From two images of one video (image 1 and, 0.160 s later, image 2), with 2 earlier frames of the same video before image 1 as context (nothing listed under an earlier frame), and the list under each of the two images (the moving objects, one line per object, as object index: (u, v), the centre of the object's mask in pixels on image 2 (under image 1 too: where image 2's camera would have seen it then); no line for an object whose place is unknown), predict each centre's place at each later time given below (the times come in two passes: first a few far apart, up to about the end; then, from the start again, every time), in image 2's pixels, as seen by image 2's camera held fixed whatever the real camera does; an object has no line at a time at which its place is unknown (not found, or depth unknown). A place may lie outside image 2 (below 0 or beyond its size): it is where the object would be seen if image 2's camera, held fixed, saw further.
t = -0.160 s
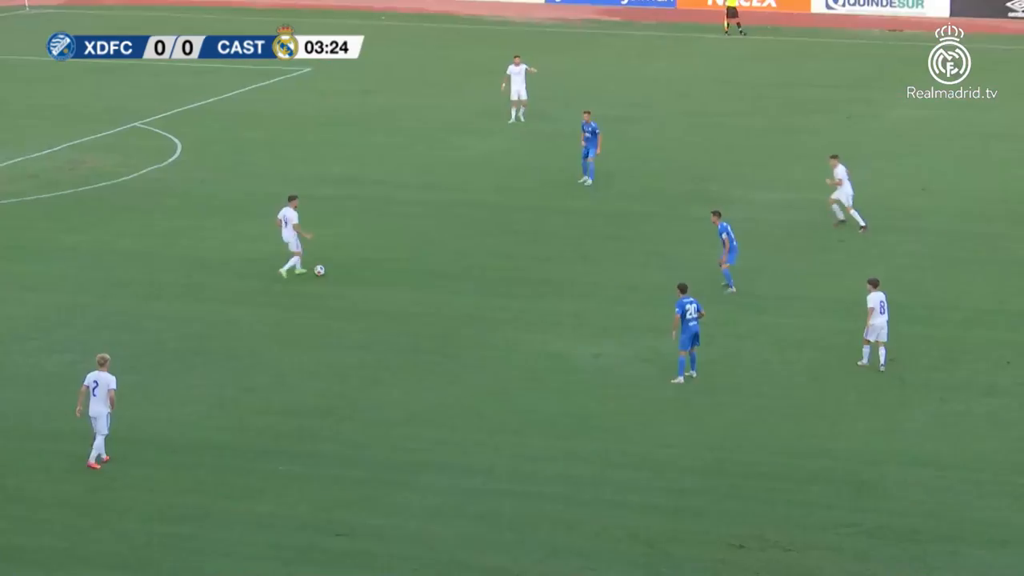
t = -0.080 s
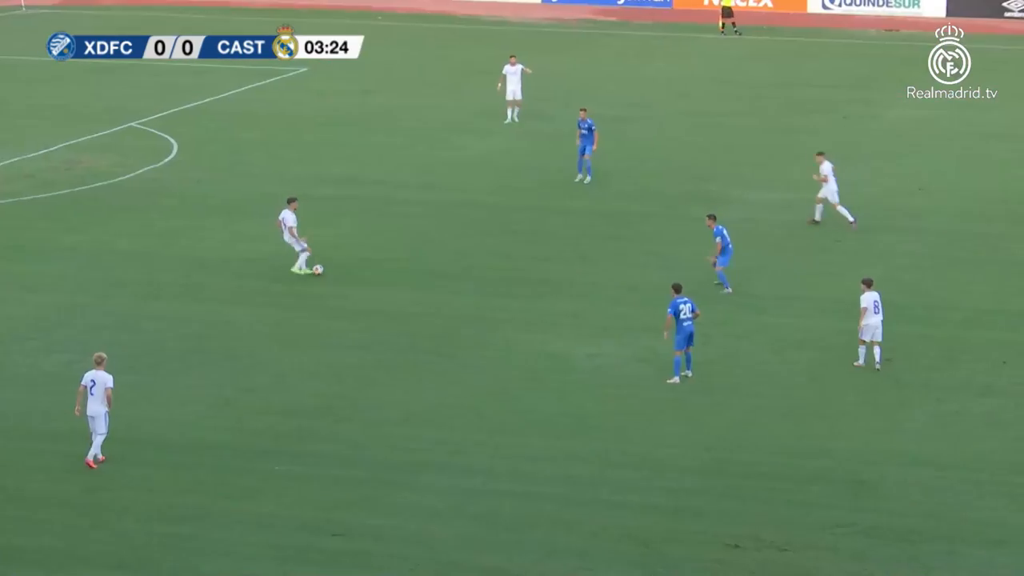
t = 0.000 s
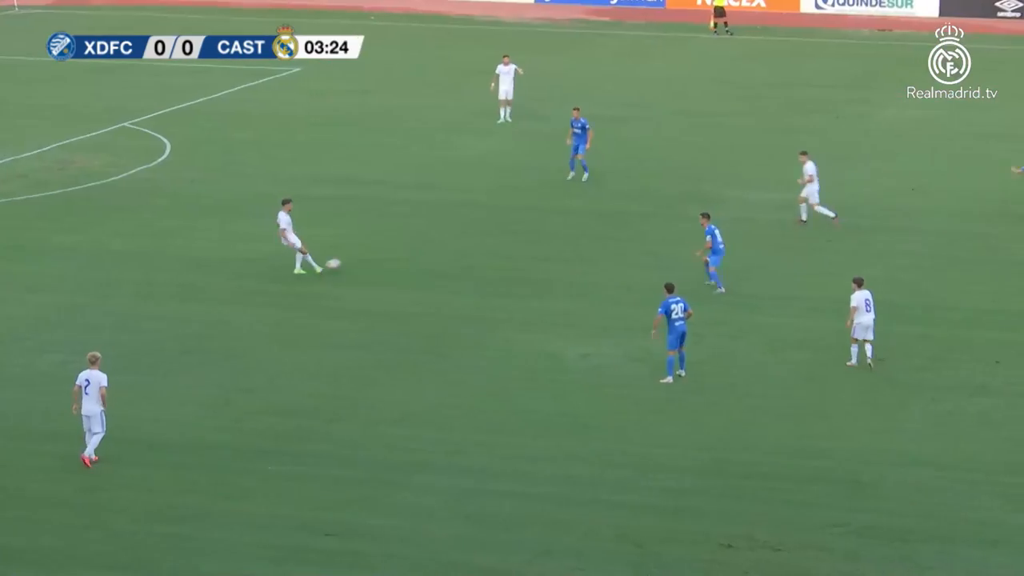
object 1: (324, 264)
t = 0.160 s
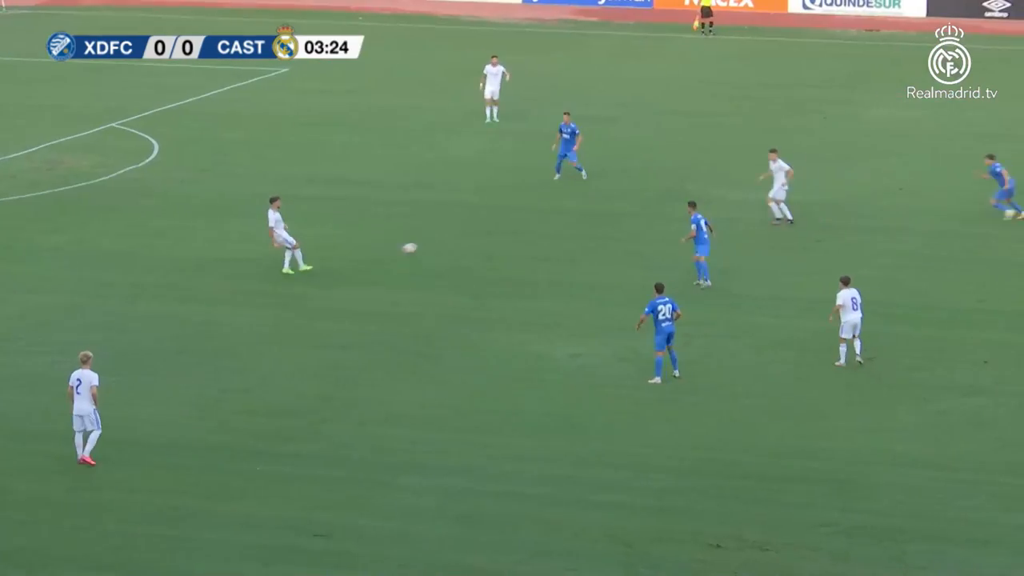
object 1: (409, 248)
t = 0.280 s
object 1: (471, 242)
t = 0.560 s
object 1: (591, 226)
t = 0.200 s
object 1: (430, 245)
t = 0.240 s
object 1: (451, 244)
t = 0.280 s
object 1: (471, 242)
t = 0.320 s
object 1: (491, 242)
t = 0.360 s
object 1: (510, 242)
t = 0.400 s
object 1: (527, 239)
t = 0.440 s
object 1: (544, 234)
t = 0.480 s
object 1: (559, 231)
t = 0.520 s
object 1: (575, 228)
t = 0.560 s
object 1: (591, 226)
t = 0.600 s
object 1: (607, 225)
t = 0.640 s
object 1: (622, 225)
